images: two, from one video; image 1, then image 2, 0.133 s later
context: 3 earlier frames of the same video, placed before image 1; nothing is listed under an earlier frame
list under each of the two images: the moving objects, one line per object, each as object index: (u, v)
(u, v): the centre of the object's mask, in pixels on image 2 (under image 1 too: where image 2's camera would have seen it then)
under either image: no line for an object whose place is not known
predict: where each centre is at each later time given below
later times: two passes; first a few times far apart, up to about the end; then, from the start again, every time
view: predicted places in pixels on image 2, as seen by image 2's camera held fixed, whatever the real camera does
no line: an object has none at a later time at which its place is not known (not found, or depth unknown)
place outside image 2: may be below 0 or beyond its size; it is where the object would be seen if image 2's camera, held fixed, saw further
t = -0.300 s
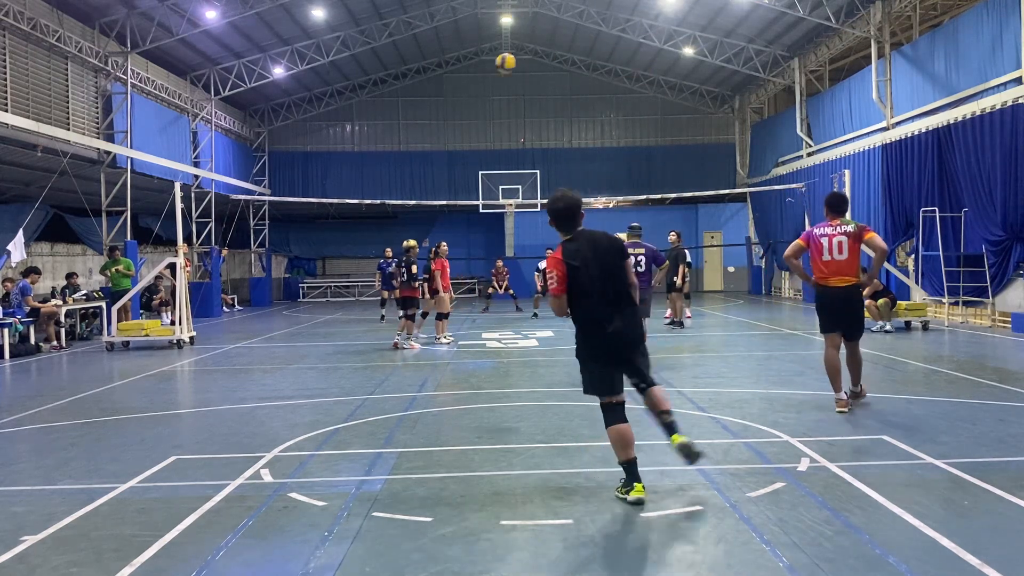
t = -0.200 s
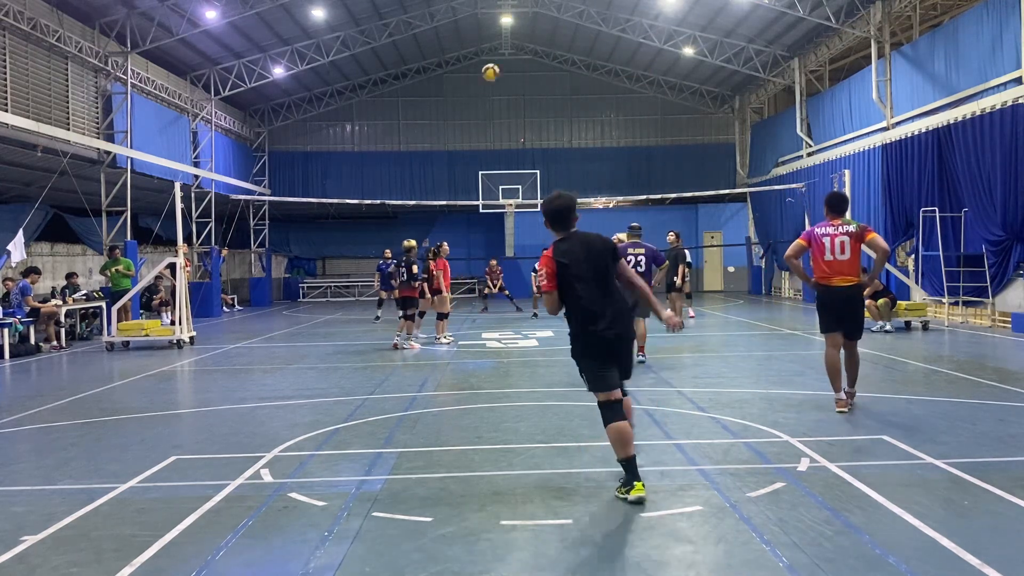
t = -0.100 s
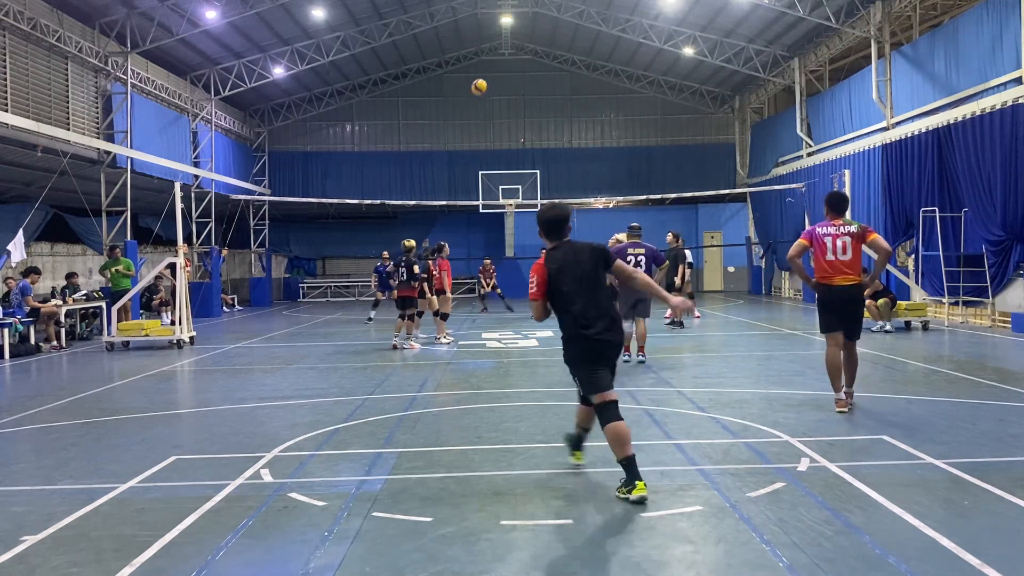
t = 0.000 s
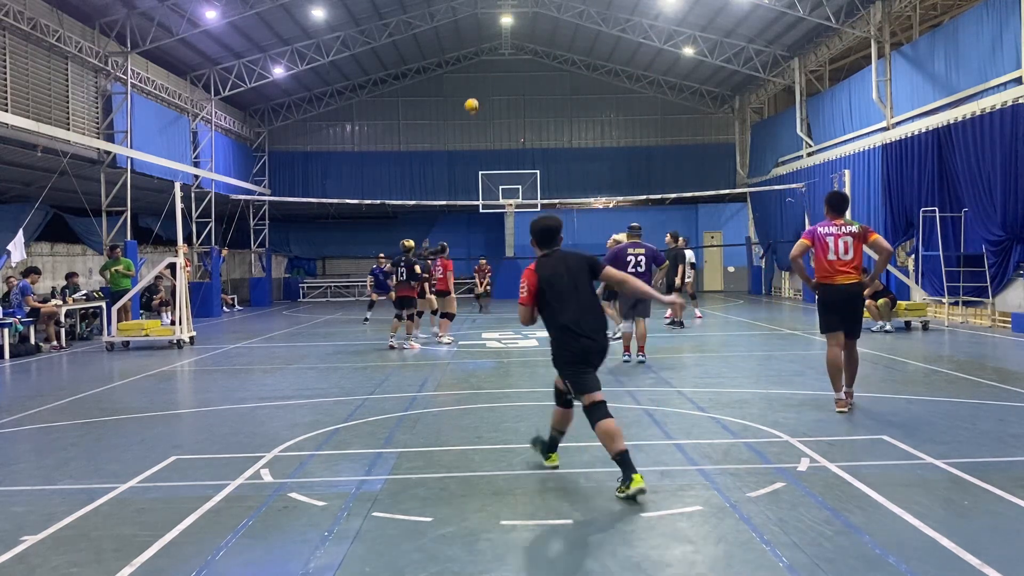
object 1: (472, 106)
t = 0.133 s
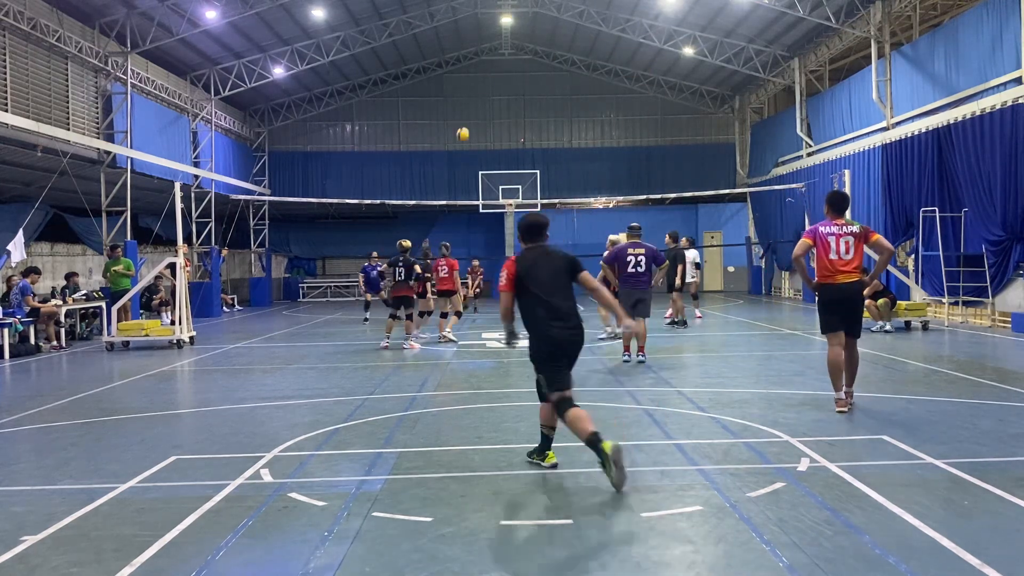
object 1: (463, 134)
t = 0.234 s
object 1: (457, 156)
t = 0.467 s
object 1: (446, 211)
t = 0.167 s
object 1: (461, 141)
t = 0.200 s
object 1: (459, 149)
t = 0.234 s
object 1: (457, 156)
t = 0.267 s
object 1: (455, 164)
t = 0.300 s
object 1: (454, 172)
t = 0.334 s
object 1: (452, 179)
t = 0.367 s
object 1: (450, 187)
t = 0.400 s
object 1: (449, 195)
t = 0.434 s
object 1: (448, 203)
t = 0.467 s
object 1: (446, 211)
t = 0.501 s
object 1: (445, 219)
